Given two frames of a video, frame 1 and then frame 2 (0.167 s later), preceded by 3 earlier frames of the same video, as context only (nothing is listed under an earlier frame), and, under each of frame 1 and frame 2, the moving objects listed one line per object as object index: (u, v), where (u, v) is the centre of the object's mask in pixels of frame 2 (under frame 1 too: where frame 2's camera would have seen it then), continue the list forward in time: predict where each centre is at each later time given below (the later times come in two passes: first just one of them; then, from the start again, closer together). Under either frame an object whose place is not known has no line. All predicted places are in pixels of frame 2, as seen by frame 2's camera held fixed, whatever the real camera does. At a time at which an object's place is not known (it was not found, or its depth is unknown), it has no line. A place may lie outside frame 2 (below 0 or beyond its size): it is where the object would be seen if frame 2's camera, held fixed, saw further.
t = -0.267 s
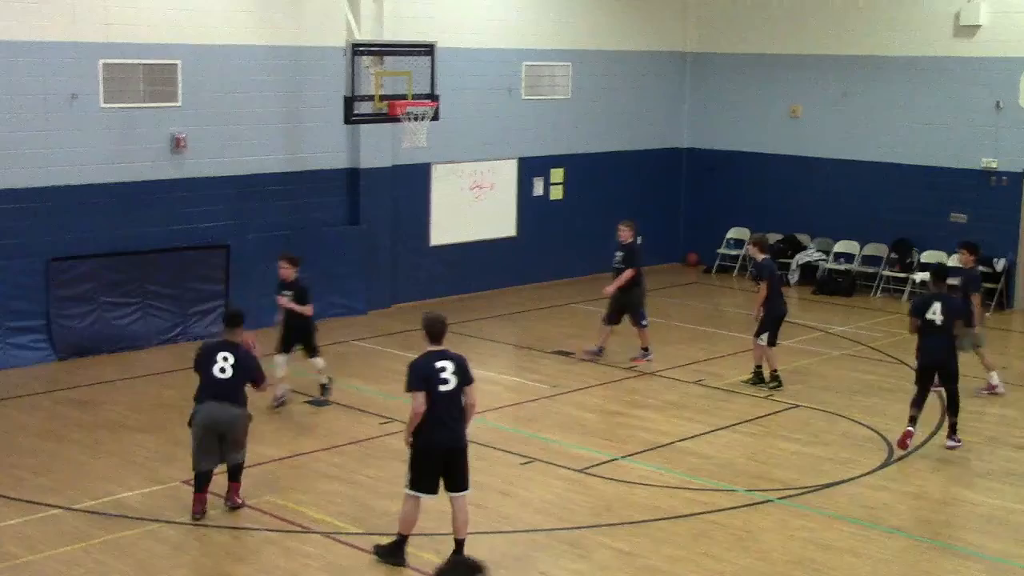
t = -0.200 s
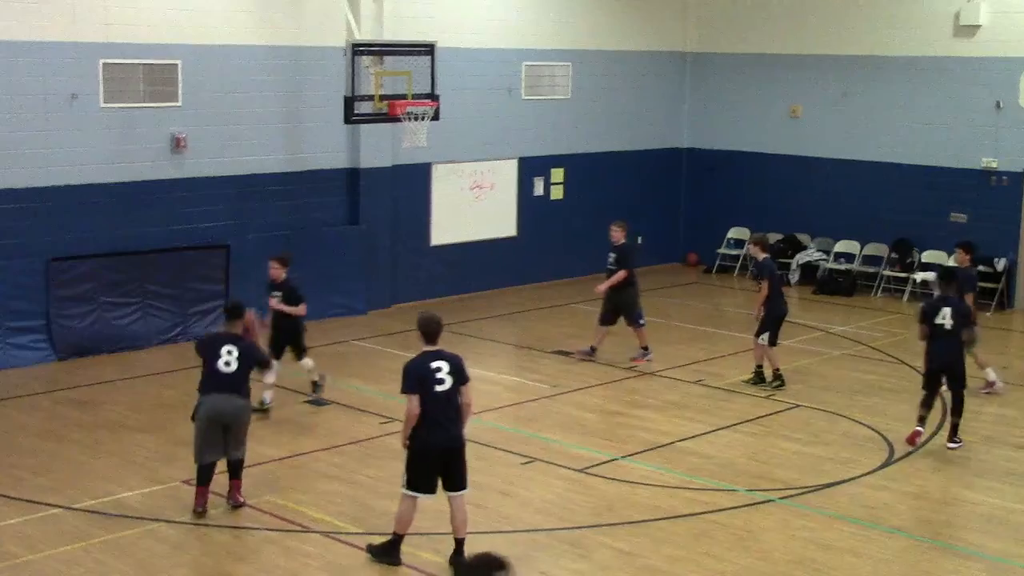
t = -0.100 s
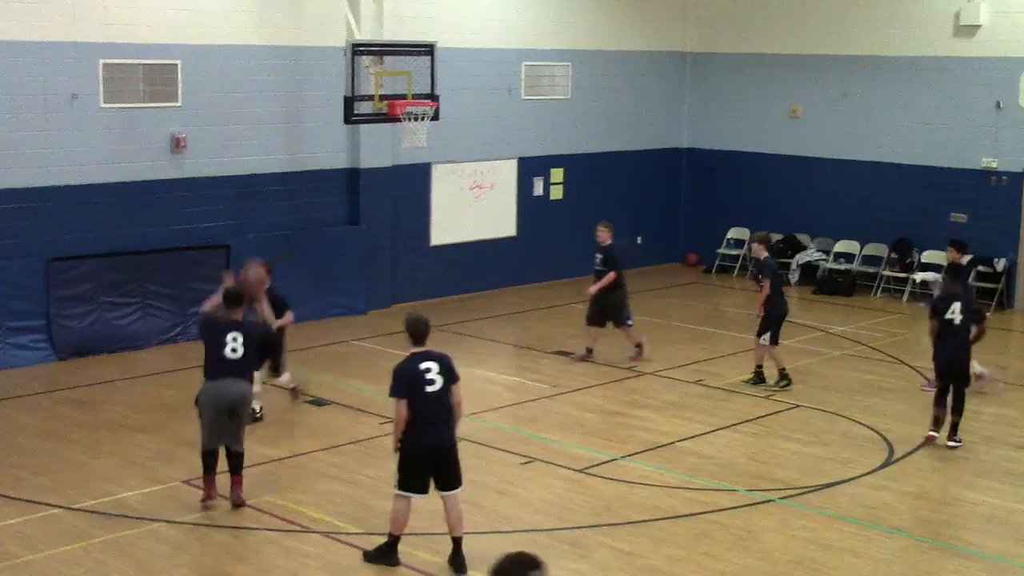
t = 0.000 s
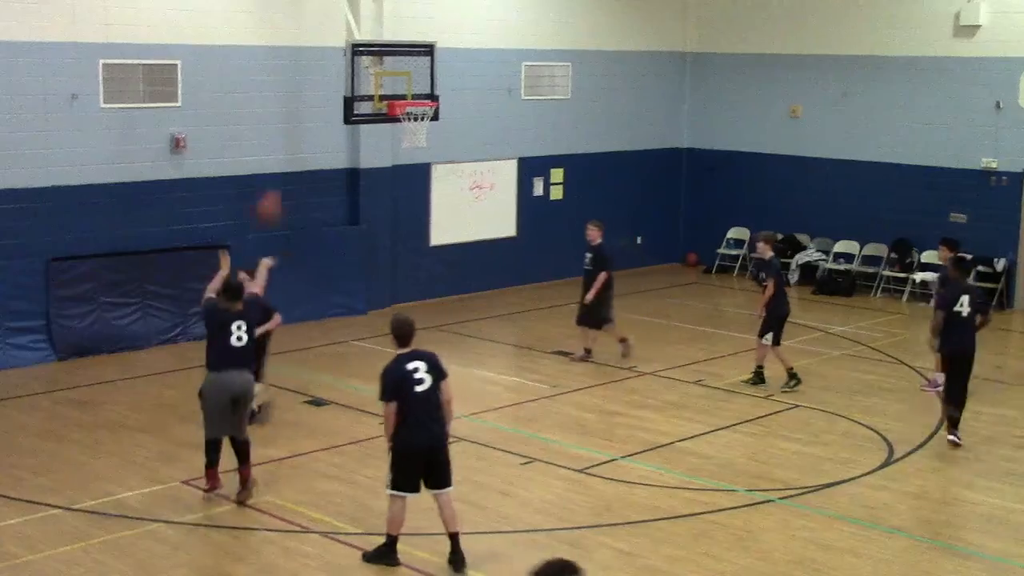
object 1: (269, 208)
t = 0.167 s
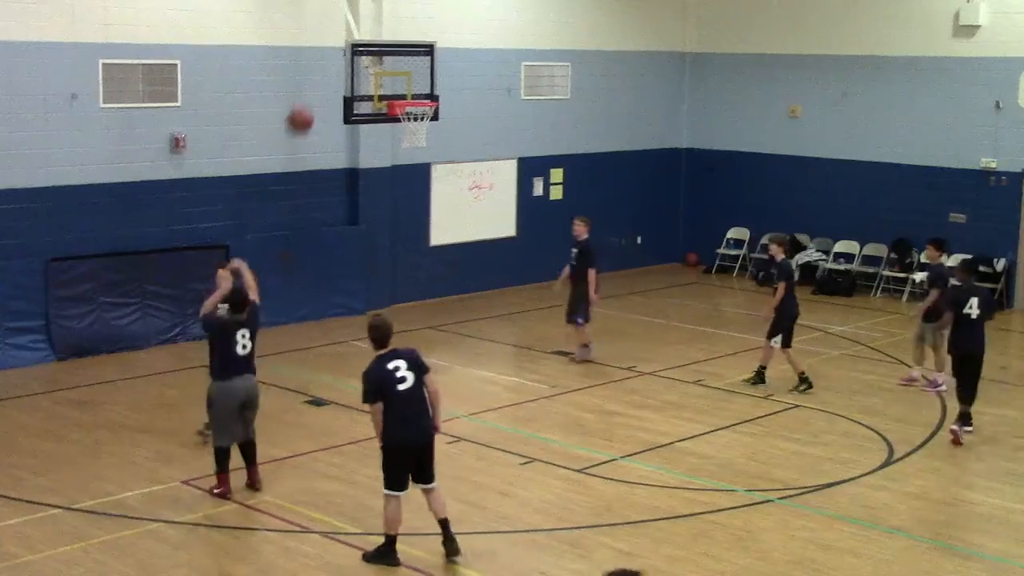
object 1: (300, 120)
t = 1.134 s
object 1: (394, 184)
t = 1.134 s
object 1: (394, 184)
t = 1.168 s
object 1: (393, 202)
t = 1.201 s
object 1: (389, 221)
